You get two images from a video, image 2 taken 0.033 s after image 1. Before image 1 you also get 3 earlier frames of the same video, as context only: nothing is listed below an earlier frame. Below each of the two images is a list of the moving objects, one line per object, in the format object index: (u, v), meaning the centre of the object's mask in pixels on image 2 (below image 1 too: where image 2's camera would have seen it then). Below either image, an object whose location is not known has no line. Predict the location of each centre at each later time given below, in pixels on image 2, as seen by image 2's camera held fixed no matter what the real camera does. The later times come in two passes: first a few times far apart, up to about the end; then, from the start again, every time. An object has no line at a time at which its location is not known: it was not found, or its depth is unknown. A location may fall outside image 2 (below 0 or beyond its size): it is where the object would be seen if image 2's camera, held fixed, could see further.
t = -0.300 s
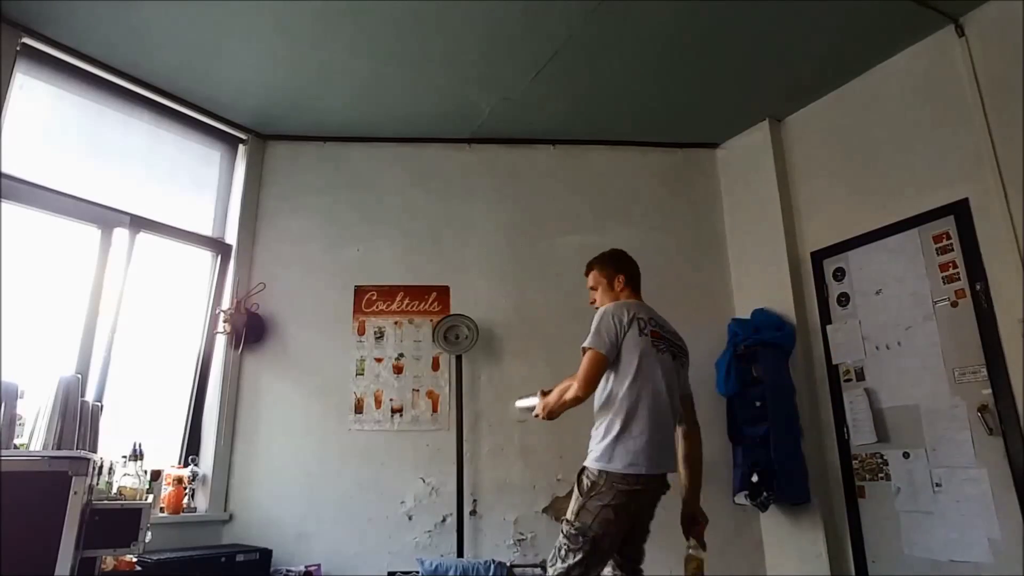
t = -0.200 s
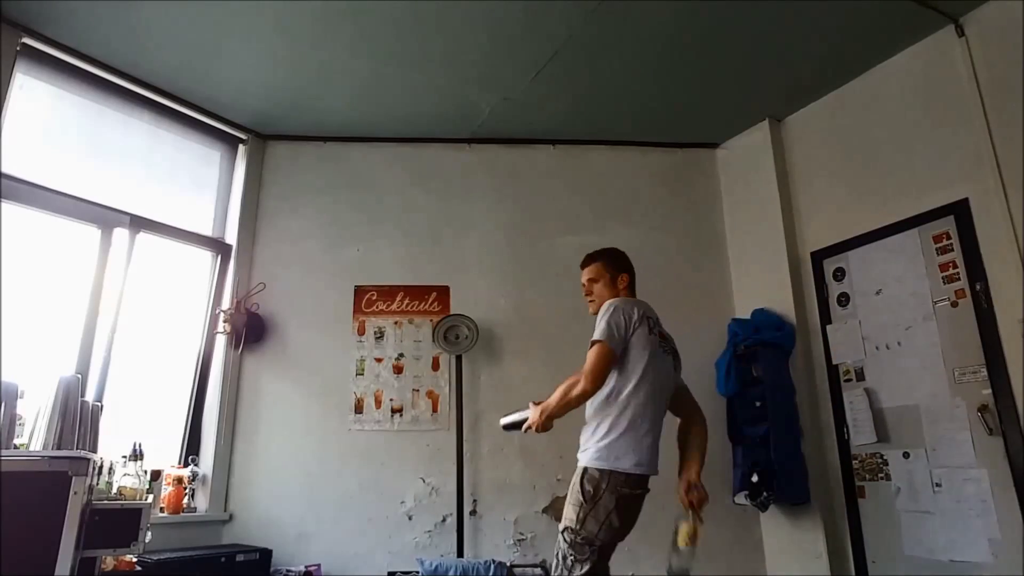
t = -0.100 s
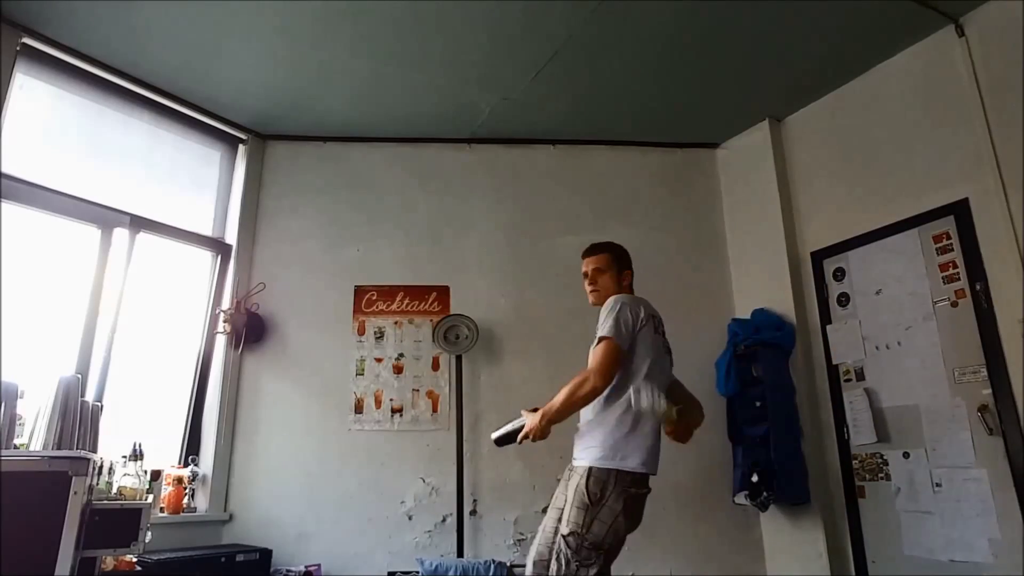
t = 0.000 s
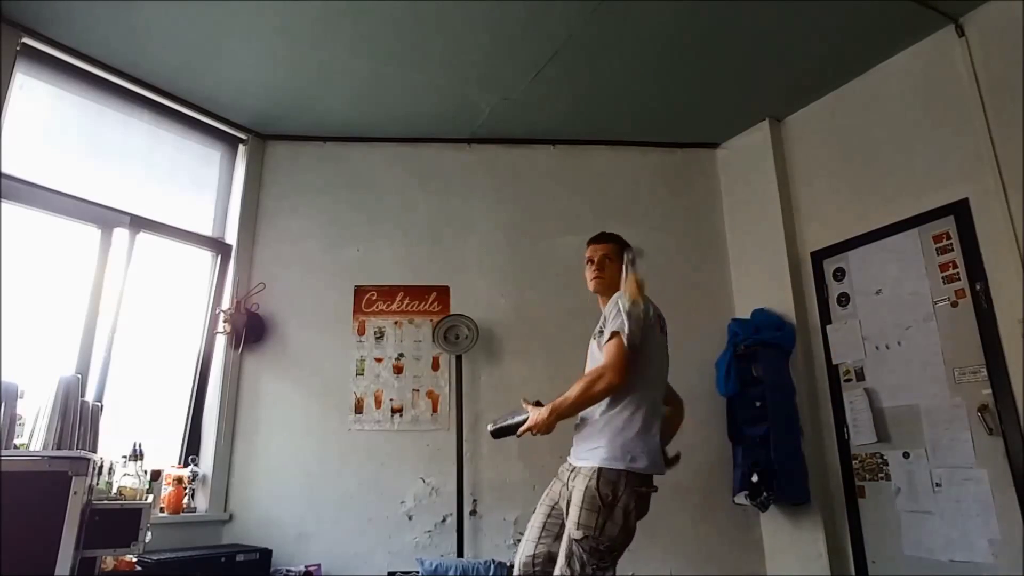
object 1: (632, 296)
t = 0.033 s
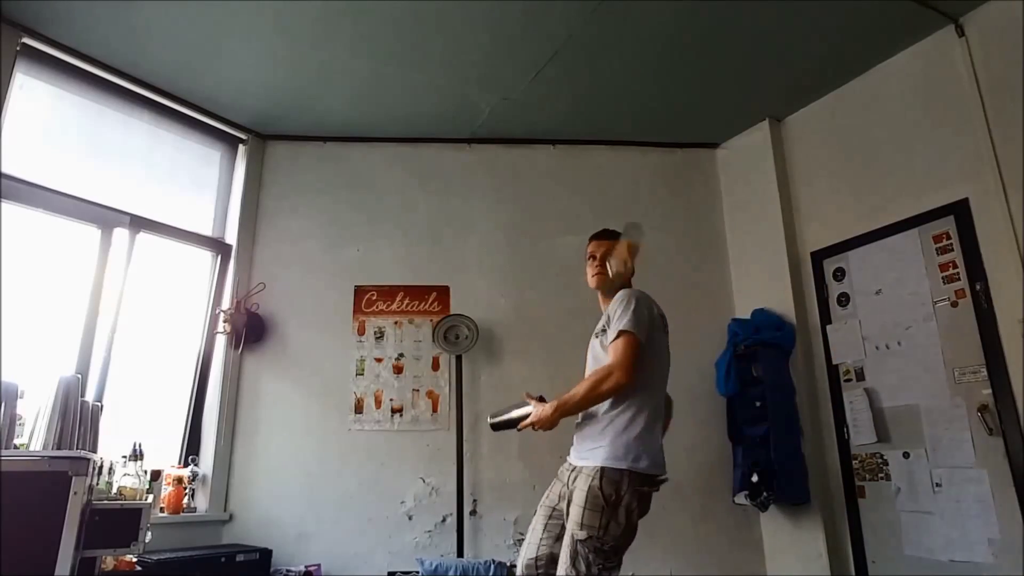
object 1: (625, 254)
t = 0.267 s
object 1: (579, 111)
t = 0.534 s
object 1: (524, 122)
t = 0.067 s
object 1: (615, 224)
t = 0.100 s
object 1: (605, 192)
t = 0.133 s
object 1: (600, 168)
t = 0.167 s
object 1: (595, 147)
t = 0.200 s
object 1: (589, 126)
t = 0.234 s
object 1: (585, 119)
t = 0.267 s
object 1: (579, 111)
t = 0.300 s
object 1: (572, 103)
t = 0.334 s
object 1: (568, 98)
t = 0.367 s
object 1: (563, 100)
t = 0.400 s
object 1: (555, 102)
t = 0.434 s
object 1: (547, 102)
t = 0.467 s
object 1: (537, 108)
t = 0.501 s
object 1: (533, 113)
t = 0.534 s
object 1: (524, 122)
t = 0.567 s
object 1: (521, 139)
